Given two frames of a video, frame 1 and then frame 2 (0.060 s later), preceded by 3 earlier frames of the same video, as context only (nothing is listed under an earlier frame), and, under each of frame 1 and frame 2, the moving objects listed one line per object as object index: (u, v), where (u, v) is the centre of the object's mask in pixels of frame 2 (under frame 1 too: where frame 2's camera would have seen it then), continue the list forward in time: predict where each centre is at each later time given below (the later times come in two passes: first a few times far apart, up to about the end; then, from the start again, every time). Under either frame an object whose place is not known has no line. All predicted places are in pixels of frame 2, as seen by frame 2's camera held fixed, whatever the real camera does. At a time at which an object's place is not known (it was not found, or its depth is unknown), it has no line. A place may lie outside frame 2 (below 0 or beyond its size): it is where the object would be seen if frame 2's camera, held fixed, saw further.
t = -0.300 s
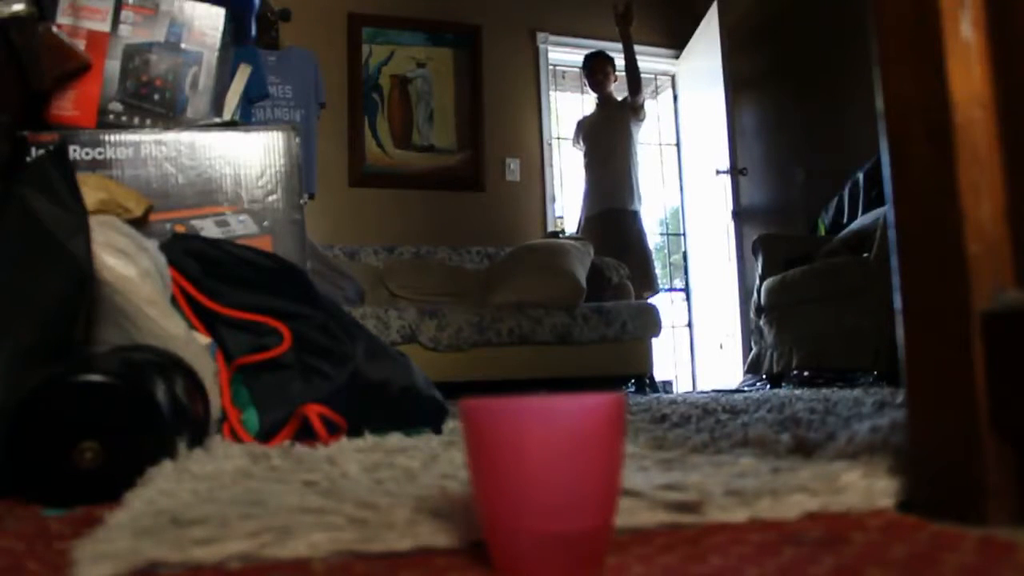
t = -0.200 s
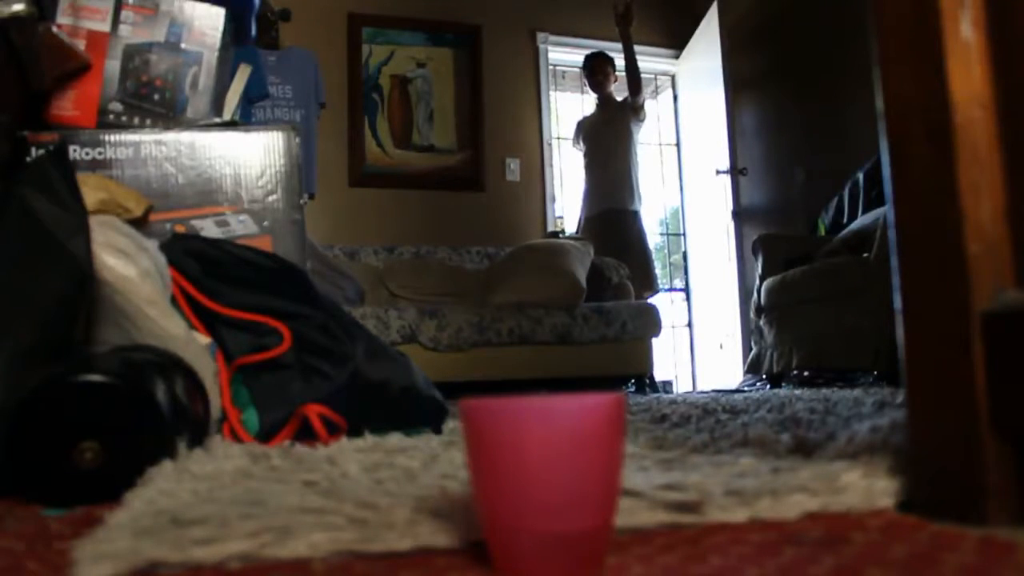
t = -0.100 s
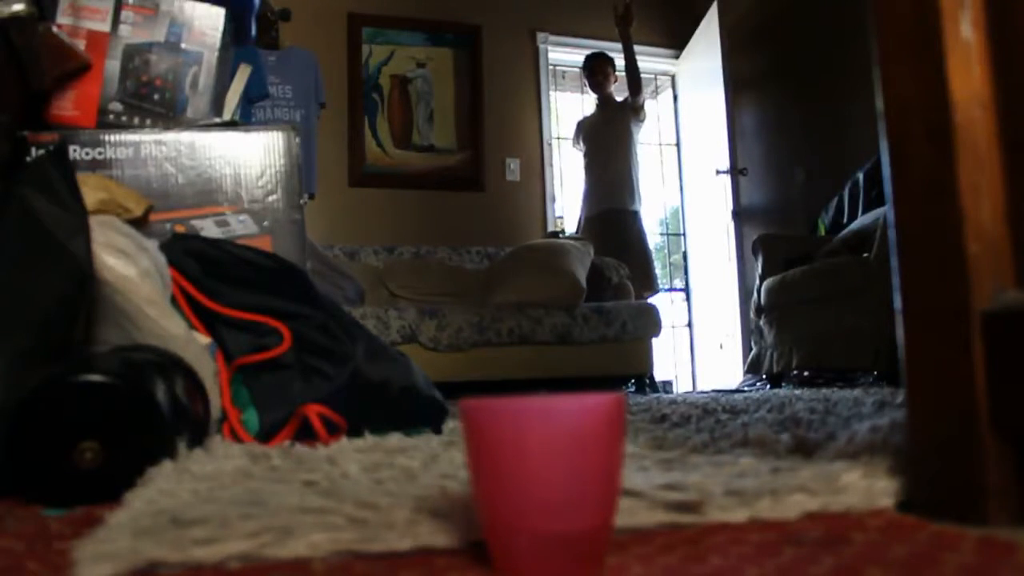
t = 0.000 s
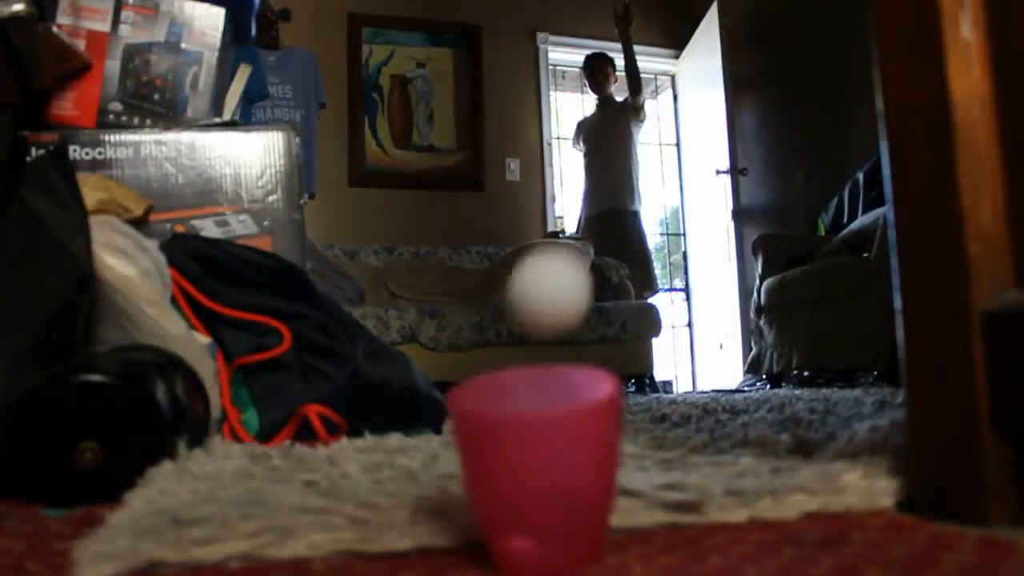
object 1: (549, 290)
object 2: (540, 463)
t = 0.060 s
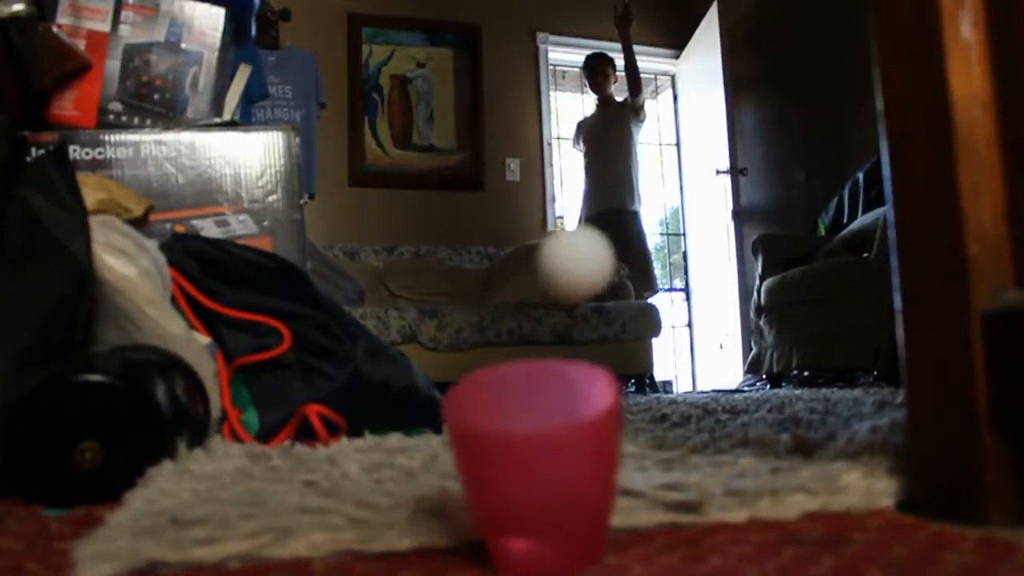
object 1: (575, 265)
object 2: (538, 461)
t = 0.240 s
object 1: (647, 442)
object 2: (545, 476)
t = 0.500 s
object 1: (702, 432)
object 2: (545, 478)
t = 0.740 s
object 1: (716, 418)
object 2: (545, 478)
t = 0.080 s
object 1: (584, 269)
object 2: (539, 462)
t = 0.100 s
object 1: (591, 279)
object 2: (540, 462)
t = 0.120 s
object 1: (601, 298)
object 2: (541, 464)
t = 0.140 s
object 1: (608, 322)
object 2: (542, 466)
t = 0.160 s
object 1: (617, 347)
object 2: (543, 469)
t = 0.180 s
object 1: (628, 380)
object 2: (544, 473)
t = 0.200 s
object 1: (641, 432)
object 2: (545, 477)
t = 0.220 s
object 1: (644, 457)
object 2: (545, 476)
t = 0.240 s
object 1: (647, 442)
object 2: (545, 476)
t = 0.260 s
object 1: (652, 424)
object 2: (545, 477)
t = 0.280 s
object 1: (656, 416)
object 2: (546, 477)
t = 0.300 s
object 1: (663, 410)
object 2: (545, 477)
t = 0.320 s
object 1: (669, 410)
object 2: (546, 477)
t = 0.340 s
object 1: (676, 414)
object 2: (546, 478)
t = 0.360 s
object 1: (682, 423)
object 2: (546, 478)
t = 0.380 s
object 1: (688, 434)
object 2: (546, 478)
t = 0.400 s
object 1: (692, 439)
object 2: (545, 478)
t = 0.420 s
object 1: (694, 433)
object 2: (545, 478)
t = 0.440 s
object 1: (696, 430)
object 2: (545, 478)
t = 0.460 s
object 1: (698, 430)
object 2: (545, 478)
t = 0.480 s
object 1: (701, 433)
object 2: (545, 478)
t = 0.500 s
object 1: (702, 432)
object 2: (545, 478)
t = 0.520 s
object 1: (704, 431)
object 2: (545, 478)
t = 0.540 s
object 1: (706, 430)
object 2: (545, 478)
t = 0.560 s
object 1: (707, 424)
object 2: (545, 478)
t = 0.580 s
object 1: (708, 422)
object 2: (545, 478)
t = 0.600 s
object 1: (709, 422)
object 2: (545, 478)
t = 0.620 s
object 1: (710, 424)
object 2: (545, 478)
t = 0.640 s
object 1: (711, 422)
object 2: (545, 478)
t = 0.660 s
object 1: (712, 422)
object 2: (545, 478)
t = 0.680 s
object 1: (713, 423)
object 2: (545, 478)
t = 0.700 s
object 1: (713, 423)
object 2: (545, 478)
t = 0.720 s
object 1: (715, 420)
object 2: (545, 478)
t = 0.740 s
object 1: (716, 418)
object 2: (545, 478)
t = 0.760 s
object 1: (718, 418)
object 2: (545, 478)
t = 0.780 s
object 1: (721, 418)
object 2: (545, 478)
